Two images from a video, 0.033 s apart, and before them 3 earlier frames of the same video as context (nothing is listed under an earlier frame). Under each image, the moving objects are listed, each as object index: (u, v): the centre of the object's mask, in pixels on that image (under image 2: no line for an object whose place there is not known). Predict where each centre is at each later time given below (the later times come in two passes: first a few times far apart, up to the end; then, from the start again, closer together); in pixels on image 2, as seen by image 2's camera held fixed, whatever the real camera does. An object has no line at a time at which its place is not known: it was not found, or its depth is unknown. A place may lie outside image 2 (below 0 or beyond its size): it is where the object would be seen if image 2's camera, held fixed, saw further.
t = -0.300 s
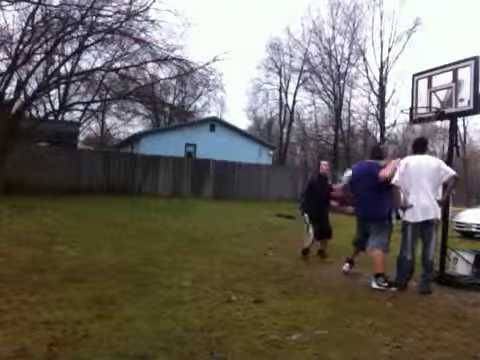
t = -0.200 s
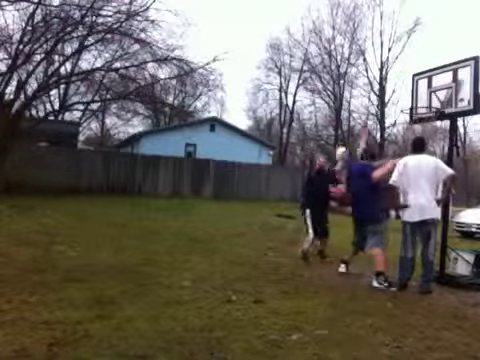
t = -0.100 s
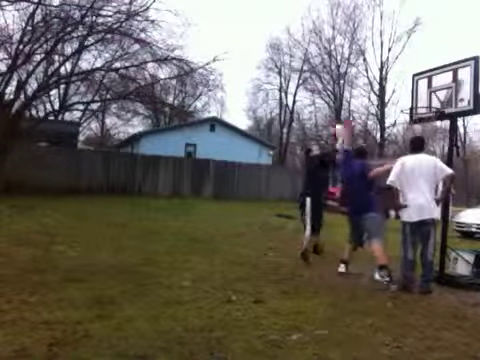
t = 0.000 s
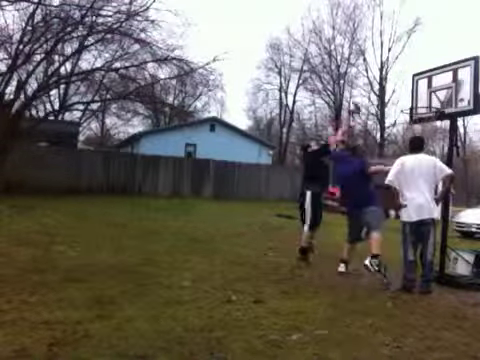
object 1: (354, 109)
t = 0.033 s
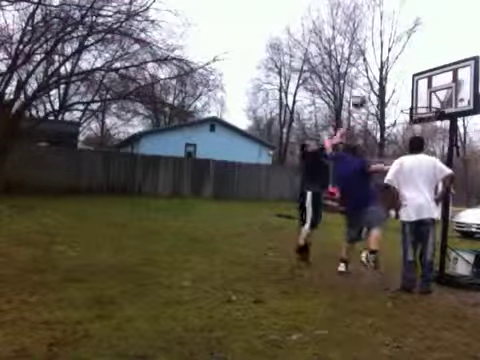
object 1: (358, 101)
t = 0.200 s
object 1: (388, 75)
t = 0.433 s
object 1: (425, 67)
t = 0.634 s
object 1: (433, 89)
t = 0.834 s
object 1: (412, 103)
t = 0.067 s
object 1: (364, 95)
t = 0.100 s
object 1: (370, 89)
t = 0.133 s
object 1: (376, 83)
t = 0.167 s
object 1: (380, 78)
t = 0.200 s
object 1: (388, 75)
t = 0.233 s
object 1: (392, 72)
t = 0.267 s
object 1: (397, 70)
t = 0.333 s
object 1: (407, 67)
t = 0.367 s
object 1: (413, 67)
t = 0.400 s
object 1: (420, 68)
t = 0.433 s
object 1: (425, 67)
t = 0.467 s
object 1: (427, 70)
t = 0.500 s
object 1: (428, 72)
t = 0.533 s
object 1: (430, 75)
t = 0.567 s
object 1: (431, 79)
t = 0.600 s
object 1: (431, 84)
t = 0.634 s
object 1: (433, 89)
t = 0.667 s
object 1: (434, 96)
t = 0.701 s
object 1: (433, 102)
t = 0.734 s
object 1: (429, 104)
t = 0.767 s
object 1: (423, 103)
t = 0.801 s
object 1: (416, 103)
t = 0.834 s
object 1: (412, 103)
